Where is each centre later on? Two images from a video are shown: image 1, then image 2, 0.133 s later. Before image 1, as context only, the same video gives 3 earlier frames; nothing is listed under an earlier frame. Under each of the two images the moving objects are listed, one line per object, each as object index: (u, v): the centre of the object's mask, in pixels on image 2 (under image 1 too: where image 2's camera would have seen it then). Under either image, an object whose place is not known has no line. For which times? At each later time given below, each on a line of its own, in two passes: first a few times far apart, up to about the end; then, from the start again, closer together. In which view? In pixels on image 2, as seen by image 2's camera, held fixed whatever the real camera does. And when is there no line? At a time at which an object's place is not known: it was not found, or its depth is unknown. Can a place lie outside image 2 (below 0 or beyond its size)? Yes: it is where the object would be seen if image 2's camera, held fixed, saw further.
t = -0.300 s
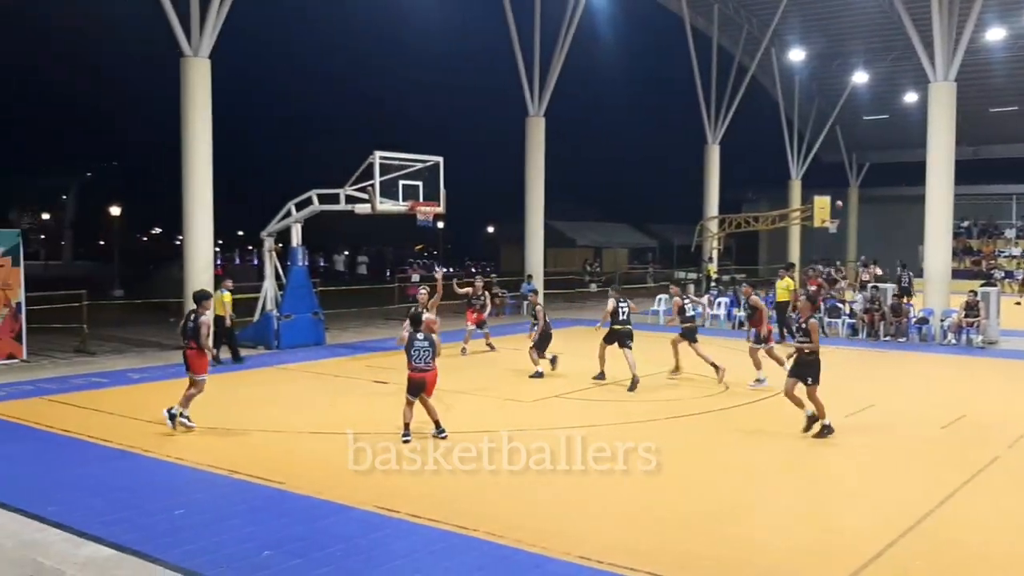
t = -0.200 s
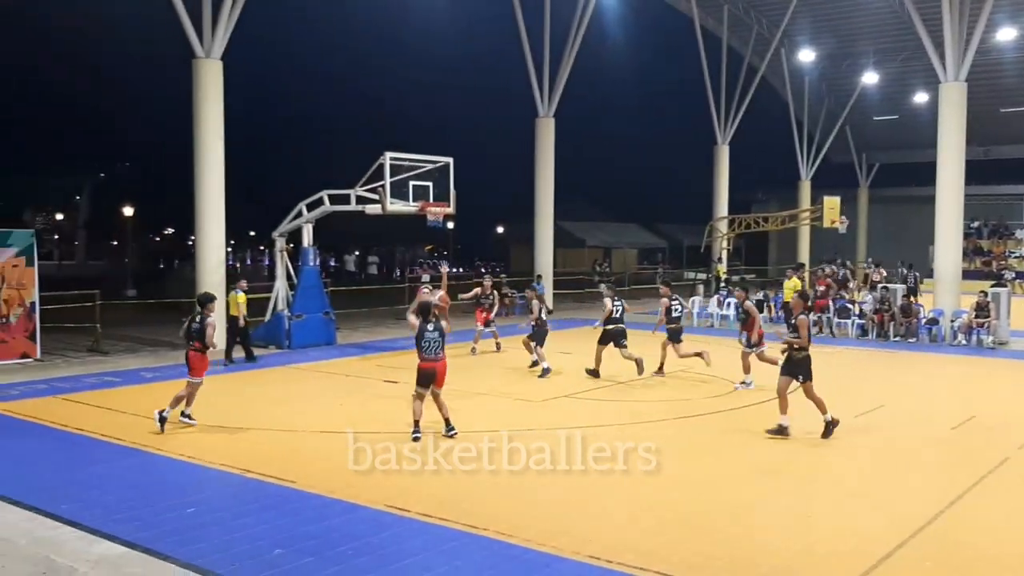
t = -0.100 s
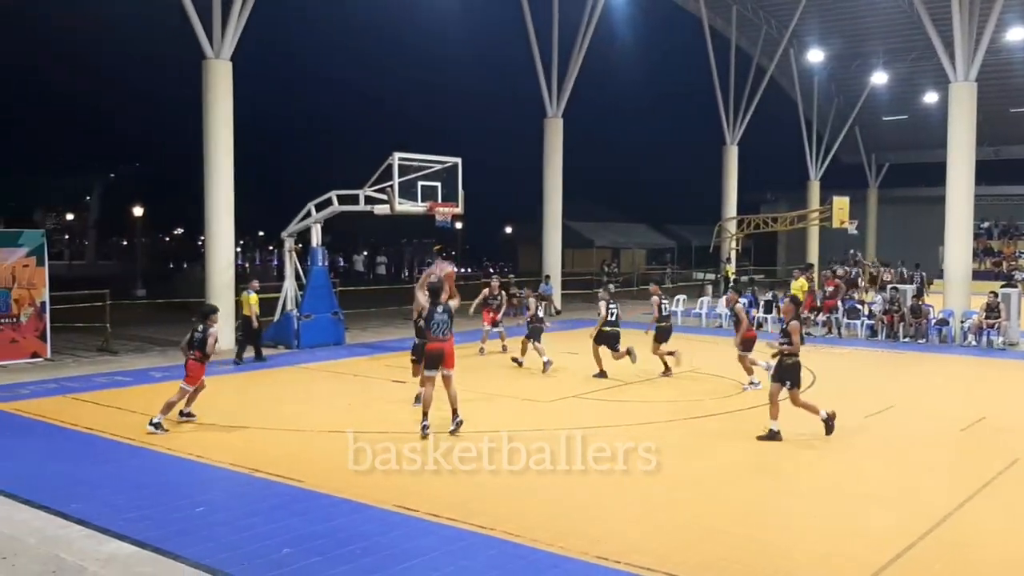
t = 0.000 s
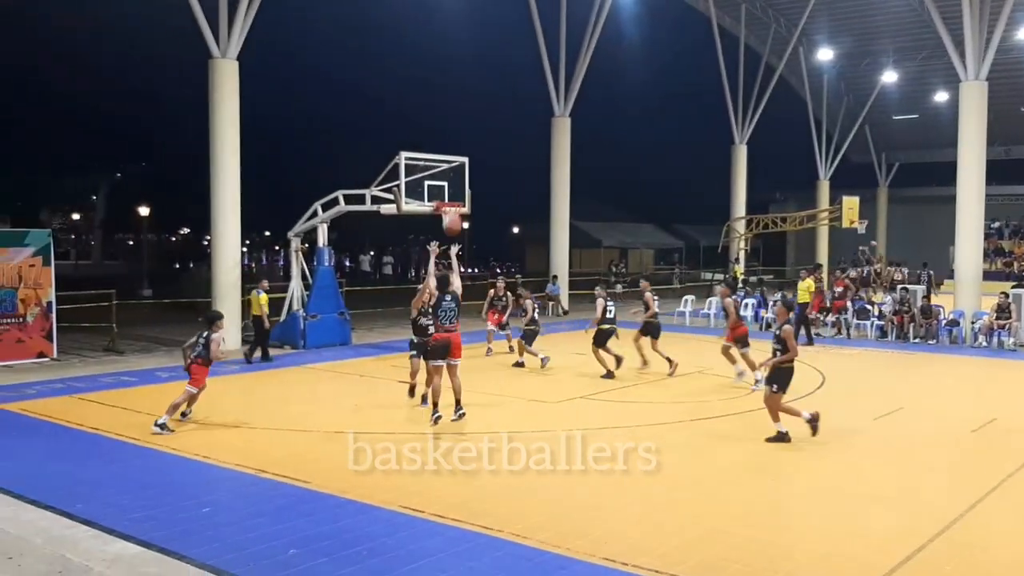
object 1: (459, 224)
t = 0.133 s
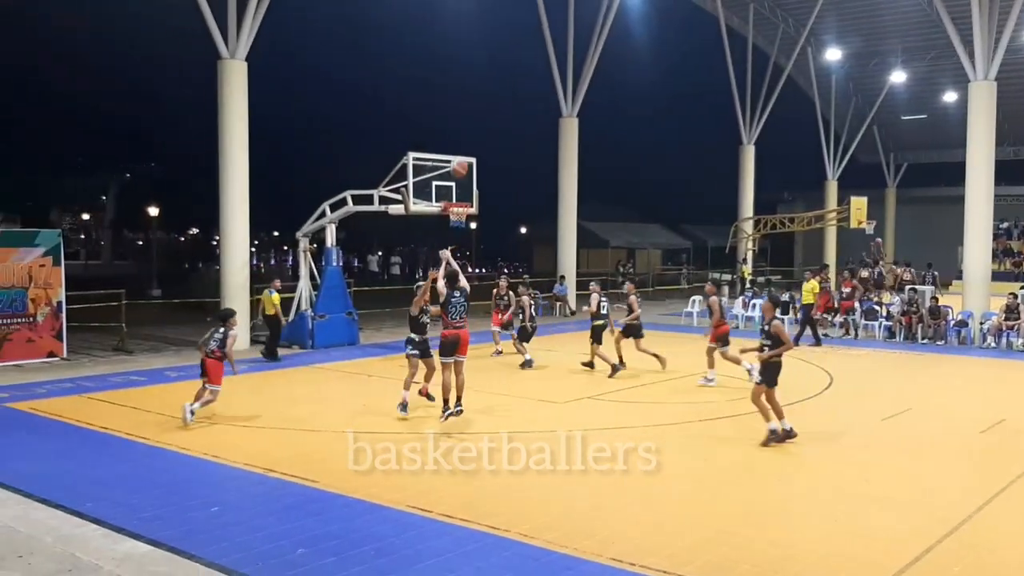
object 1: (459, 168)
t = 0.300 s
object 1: (458, 120)
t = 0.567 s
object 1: (457, 94)
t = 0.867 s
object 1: (455, 119)
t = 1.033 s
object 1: (454, 151)
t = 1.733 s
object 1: (492, 163)
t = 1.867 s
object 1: (501, 176)
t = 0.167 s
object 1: (459, 154)
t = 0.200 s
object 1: (458, 144)
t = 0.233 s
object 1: (458, 136)
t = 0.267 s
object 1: (458, 128)
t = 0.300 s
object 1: (458, 120)
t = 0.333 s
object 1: (458, 114)
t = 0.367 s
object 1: (457, 109)
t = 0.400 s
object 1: (457, 104)
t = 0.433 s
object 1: (457, 101)
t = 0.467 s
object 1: (457, 98)
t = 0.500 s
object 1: (457, 96)
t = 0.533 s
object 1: (457, 95)
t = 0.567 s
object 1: (457, 94)
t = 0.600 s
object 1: (457, 94)
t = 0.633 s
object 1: (456, 95)
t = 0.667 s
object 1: (456, 97)
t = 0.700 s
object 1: (456, 99)
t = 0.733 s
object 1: (456, 102)
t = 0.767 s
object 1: (456, 105)
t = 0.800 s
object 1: (456, 109)
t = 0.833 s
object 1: (456, 113)
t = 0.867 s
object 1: (455, 119)
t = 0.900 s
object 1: (455, 124)
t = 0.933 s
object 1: (455, 131)
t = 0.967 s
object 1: (455, 137)
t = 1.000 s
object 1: (455, 144)
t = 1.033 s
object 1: (454, 151)
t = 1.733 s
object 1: (492, 163)
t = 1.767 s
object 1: (494, 165)
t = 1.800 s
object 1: (496, 168)
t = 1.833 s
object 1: (499, 172)
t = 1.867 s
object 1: (501, 176)
